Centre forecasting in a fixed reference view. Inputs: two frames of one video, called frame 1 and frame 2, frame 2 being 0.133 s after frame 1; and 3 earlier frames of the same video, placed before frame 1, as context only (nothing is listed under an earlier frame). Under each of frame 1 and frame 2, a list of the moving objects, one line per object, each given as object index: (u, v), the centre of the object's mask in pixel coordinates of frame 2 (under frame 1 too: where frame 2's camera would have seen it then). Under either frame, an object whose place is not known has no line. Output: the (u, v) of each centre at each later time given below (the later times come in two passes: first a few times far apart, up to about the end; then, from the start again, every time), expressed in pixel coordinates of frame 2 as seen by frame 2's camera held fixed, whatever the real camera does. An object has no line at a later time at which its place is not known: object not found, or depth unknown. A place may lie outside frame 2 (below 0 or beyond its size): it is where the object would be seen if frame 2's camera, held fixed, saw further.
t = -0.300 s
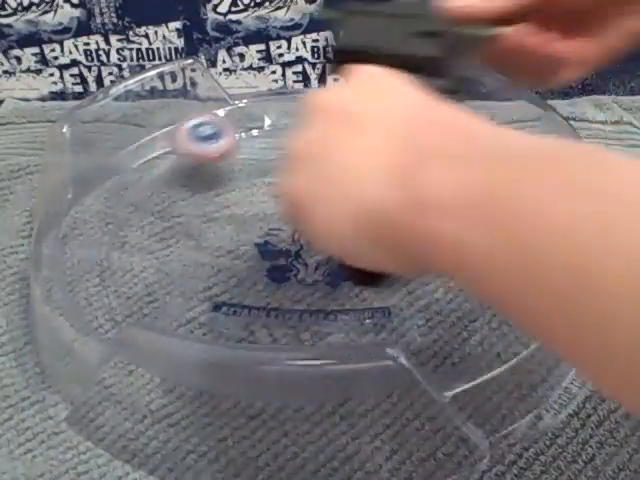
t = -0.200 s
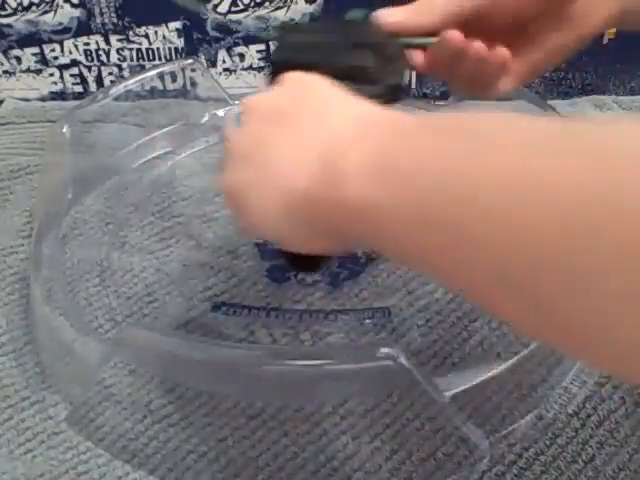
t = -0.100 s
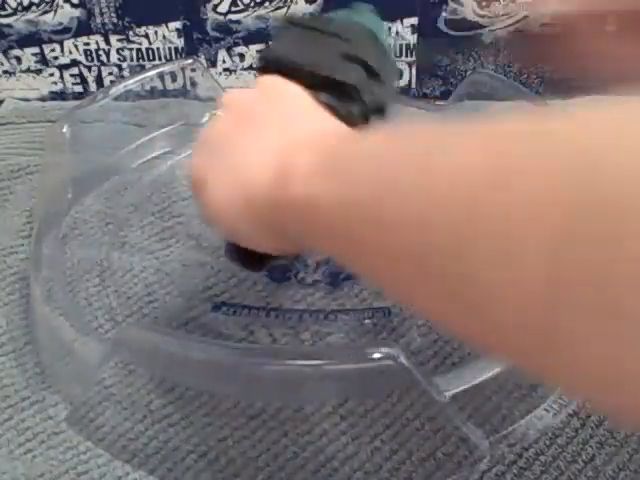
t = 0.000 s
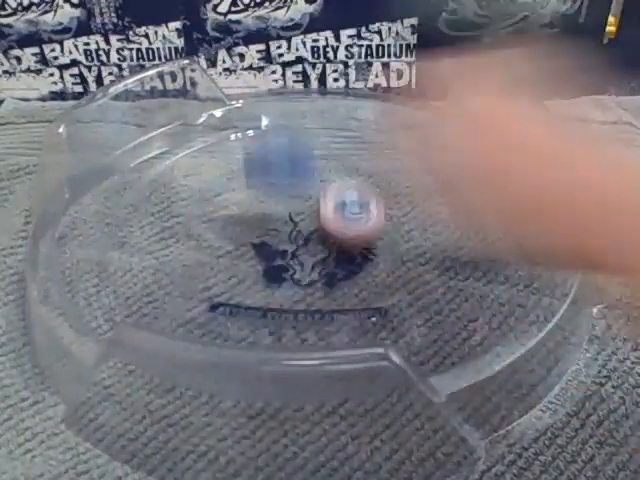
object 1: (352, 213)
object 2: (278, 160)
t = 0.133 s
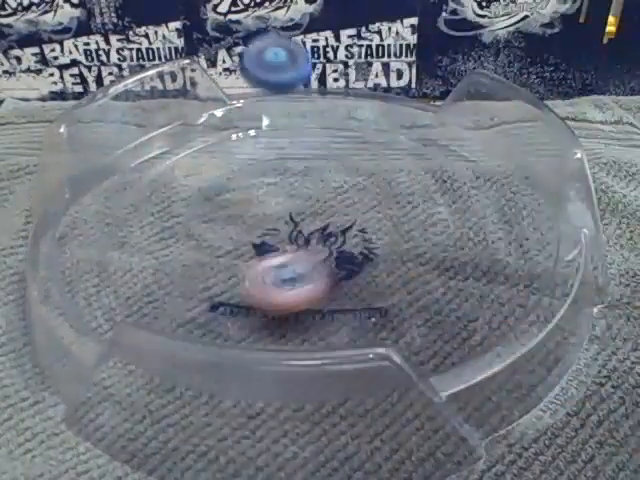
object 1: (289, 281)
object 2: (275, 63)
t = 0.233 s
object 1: (179, 286)
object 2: (285, 158)
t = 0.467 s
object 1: (122, 202)
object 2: (346, 165)
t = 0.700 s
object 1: (295, 196)
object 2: (353, 119)
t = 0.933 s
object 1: (349, 306)
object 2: (347, 173)
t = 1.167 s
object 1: (181, 310)
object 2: (453, 161)
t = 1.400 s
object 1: (246, 217)
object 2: (405, 175)
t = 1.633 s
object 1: (392, 216)
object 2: (464, 205)
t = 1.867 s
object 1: (363, 296)
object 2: (477, 192)
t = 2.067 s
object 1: (242, 245)
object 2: (404, 227)
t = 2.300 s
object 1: (354, 158)
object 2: (442, 278)
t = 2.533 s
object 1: (472, 211)
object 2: (431, 258)
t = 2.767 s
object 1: (443, 257)
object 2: (242, 323)
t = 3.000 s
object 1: (292, 221)
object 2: (226, 338)
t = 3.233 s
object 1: (376, 124)
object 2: (170, 315)
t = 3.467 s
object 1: (444, 179)
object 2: (215, 280)
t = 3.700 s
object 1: (278, 249)
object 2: (162, 207)
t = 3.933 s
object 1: (193, 151)
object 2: (129, 198)
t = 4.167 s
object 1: (309, 140)
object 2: (218, 208)
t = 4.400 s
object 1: (330, 254)
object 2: (243, 144)
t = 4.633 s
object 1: (147, 267)
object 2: (235, 151)
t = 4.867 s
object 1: (159, 192)
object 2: (350, 188)
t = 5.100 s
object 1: (335, 212)
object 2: (401, 128)
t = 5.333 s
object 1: (365, 310)
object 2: (354, 166)
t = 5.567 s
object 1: (212, 316)
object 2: (415, 236)
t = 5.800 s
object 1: (249, 223)
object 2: (485, 204)
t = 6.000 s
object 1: (338, 167)
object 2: (452, 220)
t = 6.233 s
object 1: (333, 114)
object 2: (482, 250)
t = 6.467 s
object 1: (403, 146)
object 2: (461, 281)
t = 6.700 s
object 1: (331, 237)
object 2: (380, 286)
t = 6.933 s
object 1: (184, 219)
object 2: (251, 296)
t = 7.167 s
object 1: (186, 152)
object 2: (201, 310)
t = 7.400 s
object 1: (308, 200)
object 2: (231, 283)
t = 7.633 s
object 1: (304, 295)
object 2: (219, 213)
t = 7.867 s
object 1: (172, 303)
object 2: (164, 184)
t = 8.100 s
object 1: (222, 256)
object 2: (221, 190)
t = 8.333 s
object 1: (342, 294)
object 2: (274, 141)
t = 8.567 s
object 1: (333, 320)
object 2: (314, 127)
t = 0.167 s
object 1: (254, 289)
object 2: (278, 77)
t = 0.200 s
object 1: (216, 290)
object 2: (281, 110)
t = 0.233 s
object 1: (179, 286)
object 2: (285, 158)
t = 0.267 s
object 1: (148, 280)
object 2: (290, 163)
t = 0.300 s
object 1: (121, 267)
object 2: (298, 149)
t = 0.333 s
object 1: (118, 255)
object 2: (306, 148)
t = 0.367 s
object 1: (115, 242)
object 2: (318, 165)
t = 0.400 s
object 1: (112, 229)
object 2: (326, 172)
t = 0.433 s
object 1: (115, 214)
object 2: (336, 164)
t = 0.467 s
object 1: (122, 202)
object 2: (346, 165)
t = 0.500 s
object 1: (133, 193)
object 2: (358, 153)
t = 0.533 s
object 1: (151, 185)
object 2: (365, 141)
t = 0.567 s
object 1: (176, 181)
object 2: (370, 129)
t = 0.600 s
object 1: (203, 179)
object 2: (370, 117)
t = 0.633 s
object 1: (239, 182)
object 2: (360, 118)
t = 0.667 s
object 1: (267, 188)
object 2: (354, 119)
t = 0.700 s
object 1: (295, 196)
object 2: (353, 119)
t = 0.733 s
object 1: (321, 208)
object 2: (352, 122)
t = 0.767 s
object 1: (341, 222)
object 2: (351, 127)
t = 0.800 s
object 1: (359, 239)
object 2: (350, 132)
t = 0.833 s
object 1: (368, 256)
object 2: (352, 139)
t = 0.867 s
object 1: (370, 274)
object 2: (351, 148)
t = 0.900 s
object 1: (364, 293)
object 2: (346, 160)
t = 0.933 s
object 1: (349, 306)
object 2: (347, 173)
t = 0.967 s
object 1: (328, 319)
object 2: (357, 181)
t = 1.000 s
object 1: (303, 327)
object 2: (372, 187)
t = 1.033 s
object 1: (272, 333)
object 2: (393, 191)
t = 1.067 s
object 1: (247, 335)
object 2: (412, 186)
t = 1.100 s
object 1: (222, 332)
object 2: (430, 175)
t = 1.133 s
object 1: (198, 323)
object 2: (443, 168)
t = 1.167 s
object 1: (181, 310)
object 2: (453, 161)
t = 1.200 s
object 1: (170, 298)
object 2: (456, 153)
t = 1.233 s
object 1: (167, 283)
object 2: (443, 152)
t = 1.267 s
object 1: (172, 268)
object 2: (437, 153)
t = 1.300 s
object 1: (183, 253)
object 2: (431, 155)
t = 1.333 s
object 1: (200, 240)
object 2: (426, 160)
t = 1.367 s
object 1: (222, 227)
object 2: (419, 168)
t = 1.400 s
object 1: (246, 217)
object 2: (405, 175)
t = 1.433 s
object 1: (274, 210)
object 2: (392, 184)
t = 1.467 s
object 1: (306, 207)
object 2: (385, 194)
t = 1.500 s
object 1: (323, 205)
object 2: (397, 206)
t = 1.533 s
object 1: (336, 205)
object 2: (411, 212)
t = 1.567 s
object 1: (353, 206)
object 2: (428, 213)
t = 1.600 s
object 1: (373, 210)
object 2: (446, 210)
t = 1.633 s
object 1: (392, 216)
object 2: (464, 205)
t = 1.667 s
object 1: (408, 223)
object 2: (483, 201)
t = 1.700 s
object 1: (422, 233)
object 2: (495, 193)
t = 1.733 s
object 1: (428, 245)
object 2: (488, 188)
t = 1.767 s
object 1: (425, 260)
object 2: (485, 188)
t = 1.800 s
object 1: (412, 275)
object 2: (484, 188)
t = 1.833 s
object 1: (392, 289)
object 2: (482, 189)
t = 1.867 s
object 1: (363, 296)
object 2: (477, 192)
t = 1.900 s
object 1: (332, 300)
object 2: (468, 196)
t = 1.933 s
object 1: (302, 298)
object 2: (458, 201)
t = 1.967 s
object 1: (277, 289)
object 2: (450, 206)
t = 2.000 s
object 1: (258, 277)
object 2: (438, 210)
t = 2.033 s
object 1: (246, 262)
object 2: (418, 217)
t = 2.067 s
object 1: (242, 245)
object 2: (404, 227)
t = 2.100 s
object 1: (243, 230)
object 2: (394, 238)
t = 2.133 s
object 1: (252, 214)
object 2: (387, 251)
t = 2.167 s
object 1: (266, 197)
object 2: (389, 263)
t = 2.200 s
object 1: (284, 185)
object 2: (395, 273)
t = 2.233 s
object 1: (305, 172)
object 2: (406, 277)
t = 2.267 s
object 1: (329, 164)
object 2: (426, 278)
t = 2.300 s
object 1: (354, 158)
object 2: (442, 278)
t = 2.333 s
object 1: (379, 156)
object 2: (455, 278)
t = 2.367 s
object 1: (405, 157)
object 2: (462, 277)
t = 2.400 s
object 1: (429, 163)
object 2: (463, 274)
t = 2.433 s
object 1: (449, 171)
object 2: (461, 269)
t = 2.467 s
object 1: (465, 182)
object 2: (454, 265)
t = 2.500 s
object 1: (473, 195)
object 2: (443, 261)
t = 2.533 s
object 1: (472, 211)
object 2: (431, 258)
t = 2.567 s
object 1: (486, 217)
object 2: (394, 263)
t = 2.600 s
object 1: (499, 217)
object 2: (355, 269)
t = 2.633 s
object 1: (494, 223)
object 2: (324, 276)
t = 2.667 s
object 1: (486, 229)
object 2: (297, 286)
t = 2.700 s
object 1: (478, 237)
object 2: (274, 299)
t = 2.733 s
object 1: (466, 246)
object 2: (258, 311)
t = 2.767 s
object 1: (443, 257)
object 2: (242, 323)
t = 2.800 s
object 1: (418, 265)
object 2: (237, 327)
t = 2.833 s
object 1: (388, 270)
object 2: (244, 329)
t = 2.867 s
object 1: (359, 269)
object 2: (245, 340)
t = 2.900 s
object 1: (333, 261)
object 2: (241, 343)
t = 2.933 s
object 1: (315, 251)
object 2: (236, 342)
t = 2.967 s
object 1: (301, 237)
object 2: (233, 341)
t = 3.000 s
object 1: (292, 221)
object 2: (226, 338)
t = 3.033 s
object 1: (290, 203)
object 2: (215, 335)
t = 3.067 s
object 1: (294, 189)
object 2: (205, 331)
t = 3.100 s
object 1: (304, 173)
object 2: (195, 329)
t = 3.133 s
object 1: (319, 157)
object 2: (187, 325)
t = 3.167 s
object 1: (336, 147)
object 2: (180, 323)
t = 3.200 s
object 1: (357, 133)
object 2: (174, 319)
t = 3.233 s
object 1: (376, 124)
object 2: (170, 315)
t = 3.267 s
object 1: (391, 123)
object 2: (168, 310)
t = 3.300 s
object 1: (407, 130)
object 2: (171, 309)
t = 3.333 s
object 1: (419, 135)
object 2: (183, 309)
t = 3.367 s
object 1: (433, 142)
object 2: (192, 303)
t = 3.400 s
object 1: (443, 152)
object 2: (199, 294)
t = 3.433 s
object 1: (446, 165)
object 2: (205, 286)
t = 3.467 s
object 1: (444, 179)
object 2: (215, 280)
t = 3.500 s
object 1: (436, 196)
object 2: (221, 270)
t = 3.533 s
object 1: (419, 216)
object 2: (221, 259)
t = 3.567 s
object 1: (397, 231)
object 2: (215, 245)
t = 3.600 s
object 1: (369, 243)
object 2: (206, 232)
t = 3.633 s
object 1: (338, 250)
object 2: (194, 223)
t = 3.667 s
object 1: (305, 253)
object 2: (178, 213)
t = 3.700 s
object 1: (278, 249)
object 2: (162, 207)
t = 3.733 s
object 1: (249, 242)
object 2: (147, 203)
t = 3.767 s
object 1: (226, 231)
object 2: (133, 198)
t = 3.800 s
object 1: (210, 218)
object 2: (125, 197)
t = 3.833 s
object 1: (197, 201)
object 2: (125, 200)
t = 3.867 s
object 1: (191, 185)
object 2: (124, 199)
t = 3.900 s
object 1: (190, 167)
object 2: (125, 198)
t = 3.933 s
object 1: (193, 151)
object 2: (129, 198)
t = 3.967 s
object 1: (199, 140)
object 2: (137, 199)
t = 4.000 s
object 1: (211, 132)
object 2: (144, 201)
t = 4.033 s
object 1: (231, 129)
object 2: (156, 203)
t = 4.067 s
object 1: (249, 127)
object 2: (170, 206)
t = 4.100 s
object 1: (268, 125)
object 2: (184, 209)
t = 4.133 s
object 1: (289, 130)
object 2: (201, 210)
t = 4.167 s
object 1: (309, 140)
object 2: (218, 208)
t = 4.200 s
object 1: (327, 150)
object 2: (233, 201)
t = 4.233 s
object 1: (346, 166)
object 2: (247, 191)
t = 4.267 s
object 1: (354, 182)
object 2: (256, 182)
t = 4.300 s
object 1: (358, 199)
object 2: (260, 170)
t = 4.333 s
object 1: (355, 220)
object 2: (259, 159)
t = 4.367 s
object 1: (346, 238)
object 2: (252, 151)
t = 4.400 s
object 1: (330, 254)
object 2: (243, 144)
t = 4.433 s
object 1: (310, 269)
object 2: (238, 138)
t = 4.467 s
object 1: (286, 278)
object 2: (234, 134)
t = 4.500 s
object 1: (258, 284)
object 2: (232, 133)
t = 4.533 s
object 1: (228, 286)
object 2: (231, 134)
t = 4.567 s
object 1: (199, 283)
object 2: (230, 137)
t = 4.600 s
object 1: (171, 276)
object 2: (232, 144)
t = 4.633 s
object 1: (147, 267)
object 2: (235, 151)
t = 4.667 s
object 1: (127, 257)
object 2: (241, 162)
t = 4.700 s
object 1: (114, 244)
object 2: (250, 174)
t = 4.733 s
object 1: (117, 233)
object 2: (265, 185)
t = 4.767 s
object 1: (122, 220)
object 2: (286, 191)
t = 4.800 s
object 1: (129, 209)
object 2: (308, 196)
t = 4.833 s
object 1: (142, 198)
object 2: (328, 194)
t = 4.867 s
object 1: (159, 192)
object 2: (350, 188)
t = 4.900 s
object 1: (181, 187)
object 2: (366, 182)
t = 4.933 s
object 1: (207, 185)
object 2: (382, 171)
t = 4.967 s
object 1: (235, 185)
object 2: (391, 161)
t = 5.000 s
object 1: (261, 188)
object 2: (395, 150)
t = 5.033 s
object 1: (288, 195)
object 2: (399, 140)
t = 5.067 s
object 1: (312, 202)
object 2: (401, 133)
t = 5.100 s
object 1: (335, 212)
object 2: (401, 128)
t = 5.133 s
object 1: (355, 224)
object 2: (396, 127)
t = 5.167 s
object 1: (369, 237)
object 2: (390, 128)
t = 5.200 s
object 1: (381, 252)
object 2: (384, 130)
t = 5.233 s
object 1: (386, 268)
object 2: (378, 135)
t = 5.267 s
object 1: (386, 282)
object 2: (371, 143)
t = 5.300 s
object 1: (379, 296)
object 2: (364, 155)
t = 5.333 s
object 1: (365, 310)
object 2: (354, 166)
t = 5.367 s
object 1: (348, 320)
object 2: (350, 180)
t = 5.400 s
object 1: (325, 328)
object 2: (350, 194)
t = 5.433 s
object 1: (302, 331)
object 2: (354, 208)
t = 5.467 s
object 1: (272, 337)
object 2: (366, 218)
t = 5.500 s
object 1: (249, 334)
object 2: (380, 228)
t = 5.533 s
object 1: (228, 328)
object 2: (394, 236)
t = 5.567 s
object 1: (212, 316)
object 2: (415, 236)
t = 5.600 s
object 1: (202, 303)
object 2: (431, 235)
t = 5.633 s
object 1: (198, 288)
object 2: (450, 230)
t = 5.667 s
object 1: (198, 274)
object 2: (464, 223)
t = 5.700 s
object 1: (203, 261)
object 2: (476, 216)
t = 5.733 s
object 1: (215, 247)
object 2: (484, 211)
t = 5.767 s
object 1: (230, 233)
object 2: (486, 207)
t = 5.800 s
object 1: (249, 223)
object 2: (485, 204)
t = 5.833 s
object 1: (272, 213)
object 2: (479, 201)
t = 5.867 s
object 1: (295, 204)
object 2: (469, 199)
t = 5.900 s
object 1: (320, 197)
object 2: (453, 199)
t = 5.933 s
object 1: (345, 192)
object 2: (438, 202)
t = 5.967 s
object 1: (355, 184)
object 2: (433, 209)
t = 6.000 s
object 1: (338, 167)
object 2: (452, 220)
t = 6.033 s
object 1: (322, 153)
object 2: (462, 228)
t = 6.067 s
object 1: (311, 139)
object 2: (472, 235)
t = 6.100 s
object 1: (307, 130)
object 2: (482, 240)
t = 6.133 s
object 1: (308, 122)
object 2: (491, 245)
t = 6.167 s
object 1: (316, 116)
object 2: (487, 246)
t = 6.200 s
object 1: (323, 114)
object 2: (483, 246)
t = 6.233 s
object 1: (333, 114)
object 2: (482, 250)
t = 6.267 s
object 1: (343, 116)
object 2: (481, 255)
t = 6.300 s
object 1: (354, 117)
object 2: (481, 261)
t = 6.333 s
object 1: (365, 119)
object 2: (480, 265)
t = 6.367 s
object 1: (375, 125)
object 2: (476, 270)
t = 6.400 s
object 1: (385, 129)
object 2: (472, 273)
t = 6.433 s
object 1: (397, 136)
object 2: (467, 277)
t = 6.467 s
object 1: (403, 146)
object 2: (461, 281)
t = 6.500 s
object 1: (406, 156)
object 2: (453, 283)
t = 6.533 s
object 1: (406, 172)
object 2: (441, 286)
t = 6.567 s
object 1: (401, 188)
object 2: (431, 287)
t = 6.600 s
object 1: (390, 204)
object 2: (419, 289)
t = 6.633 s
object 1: (373, 217)
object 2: (406, 290)
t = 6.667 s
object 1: (355, 228)
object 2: (393, 288)
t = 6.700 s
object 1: (331, 237)
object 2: (380, 286)
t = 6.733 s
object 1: (310, 242)
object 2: (363, 285)
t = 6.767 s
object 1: (284, 245)
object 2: (345, 285)
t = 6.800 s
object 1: (261, 244)
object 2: (325, 286)
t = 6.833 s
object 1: (238, 241)
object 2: (306, 287)
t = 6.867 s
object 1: (218, 236)
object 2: (286, 289)
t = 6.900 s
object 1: (201, 228)
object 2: (267, 292)
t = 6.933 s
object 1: (184, 219)
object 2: (251, 296)
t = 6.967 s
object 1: (173, 205)
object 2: (241, 299)
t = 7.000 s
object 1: (166, 194)
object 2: (233, 304)
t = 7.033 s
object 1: (161, 183)
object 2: (226, 307)
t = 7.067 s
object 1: (161, 173)
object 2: (217, 309)
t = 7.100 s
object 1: (165, 164)
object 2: (210, 310)
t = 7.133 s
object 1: (174, 156)
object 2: (204, 311)
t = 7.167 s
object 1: (186, 152)
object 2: (201, 310)
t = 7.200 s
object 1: (204, 152)
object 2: (200, 310)
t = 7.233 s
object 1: (225, 155)
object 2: (201, 307)
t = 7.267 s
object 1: (242, 161)
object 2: (203, 305)
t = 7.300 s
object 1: (261, 168)
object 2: (207, 299)
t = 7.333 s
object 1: (281, 177)
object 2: (213, 294)
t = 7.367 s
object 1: (296, 188)
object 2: (222, 290)
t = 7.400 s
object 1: (308, 200)
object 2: (231, 283)
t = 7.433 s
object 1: (319, 215)
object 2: (237, 276)
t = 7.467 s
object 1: (324, 229)
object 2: (240, 265)
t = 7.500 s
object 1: (328, 244)
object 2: (242, 254)
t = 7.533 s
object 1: (328, 257)
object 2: (238, 243)
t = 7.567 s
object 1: (324, 271)
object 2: (234, 232)
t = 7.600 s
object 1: (315, 283)
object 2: (227, 223)
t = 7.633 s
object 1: (304, 295)
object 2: (219, 213)
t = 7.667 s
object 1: (287, 303)
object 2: (209, 205)
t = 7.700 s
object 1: (267, 308)
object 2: (198, 197)
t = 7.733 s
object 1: (247, 313)
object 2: (190, 191)
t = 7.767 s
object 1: (223, 315)
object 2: (179, 189)
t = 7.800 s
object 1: (204, 313)
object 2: (170, 187)
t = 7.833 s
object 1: (186, 309)
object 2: (165, 185)
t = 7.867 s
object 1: (172, 303)
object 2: (164, 184)
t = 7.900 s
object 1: (166, 295)
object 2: (164, 184)
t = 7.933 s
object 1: (165, 283)
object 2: (167, 185)
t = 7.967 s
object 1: (169, 271)
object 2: (174, 187)
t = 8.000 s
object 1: (176, 260)
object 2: (183, 192)
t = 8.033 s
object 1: (188, 250)
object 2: (192, 197)
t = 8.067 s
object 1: (204, 249)
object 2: (205, 197)
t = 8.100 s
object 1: (222, 256)
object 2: (221, 190)
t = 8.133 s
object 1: (245, 262)
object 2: (237, 181)
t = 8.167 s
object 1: (264, 266)
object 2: (248, 174)
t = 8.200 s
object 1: (282, 271)
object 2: (256, 168)
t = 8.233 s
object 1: (301, 276)
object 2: (263, 157)
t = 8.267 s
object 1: (316, 281)
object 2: (268, 152)
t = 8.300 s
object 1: (330, 287)
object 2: (271, 147)
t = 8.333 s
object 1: (342, 294)
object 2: (274, 141)
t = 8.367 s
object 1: (346, 301)
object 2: (279, 136)
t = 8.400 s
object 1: (346, 308)
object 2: (286, 132)
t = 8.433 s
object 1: (344, 316)
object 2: (291, 129)
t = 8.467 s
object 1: (341, 319)
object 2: (296, 126)
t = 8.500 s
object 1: (338, 321)
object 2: (302, 126)
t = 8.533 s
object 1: (335, 321)
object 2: (308, 126)
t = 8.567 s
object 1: (333, 320)
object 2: (314, 127)
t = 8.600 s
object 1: (330, 318)
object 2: (320, 130)
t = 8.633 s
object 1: (325, 313)
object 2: (326, 133)
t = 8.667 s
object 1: (315, 307)
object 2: (335, 138)
